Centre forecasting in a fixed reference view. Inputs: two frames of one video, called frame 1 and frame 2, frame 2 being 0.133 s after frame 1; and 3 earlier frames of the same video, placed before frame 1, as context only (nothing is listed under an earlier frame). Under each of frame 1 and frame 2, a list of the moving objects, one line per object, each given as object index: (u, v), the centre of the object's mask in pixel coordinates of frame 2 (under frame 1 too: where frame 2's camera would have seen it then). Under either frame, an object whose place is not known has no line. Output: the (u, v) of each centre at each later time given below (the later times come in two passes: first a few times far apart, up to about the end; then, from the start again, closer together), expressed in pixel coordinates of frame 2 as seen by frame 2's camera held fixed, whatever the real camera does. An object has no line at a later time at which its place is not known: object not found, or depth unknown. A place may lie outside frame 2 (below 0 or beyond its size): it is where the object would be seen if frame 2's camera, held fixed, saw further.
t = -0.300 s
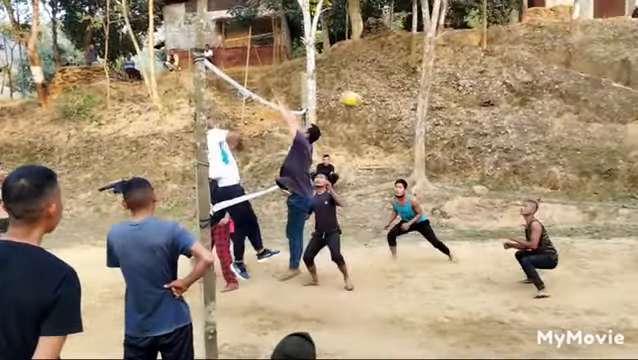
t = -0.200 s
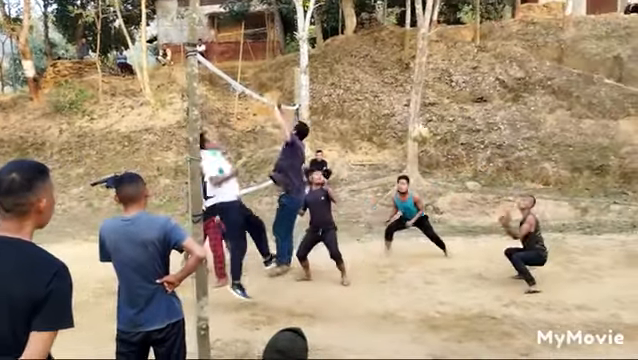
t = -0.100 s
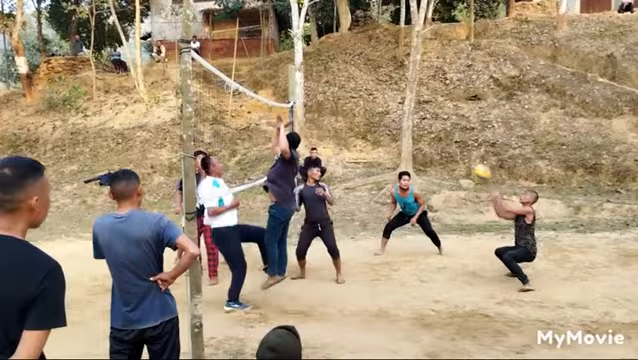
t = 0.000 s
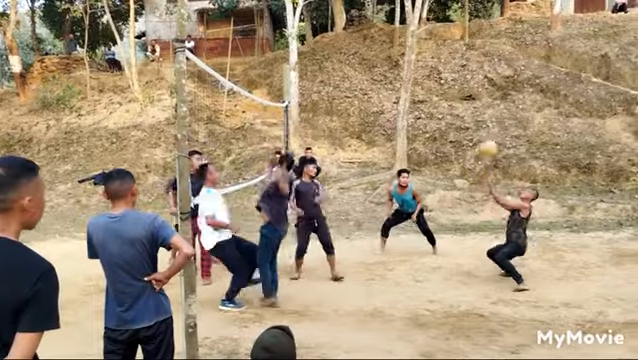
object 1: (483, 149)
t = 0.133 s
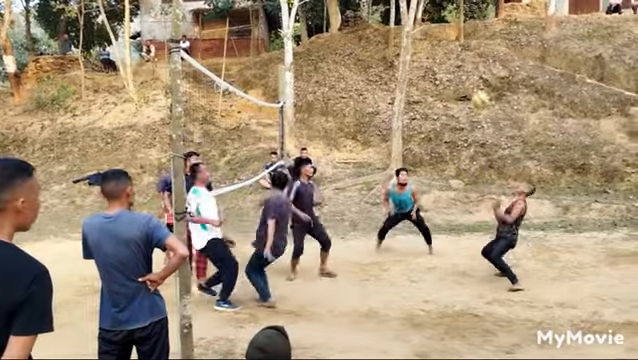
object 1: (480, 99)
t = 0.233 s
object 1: (478, 71)
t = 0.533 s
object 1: (474, 39)
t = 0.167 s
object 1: (480, 89)
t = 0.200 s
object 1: (479, 77)
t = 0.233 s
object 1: (478, 71)
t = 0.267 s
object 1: (478, 64)
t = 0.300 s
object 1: (476, 51)
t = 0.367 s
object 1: (476, 47)
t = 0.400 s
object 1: (475, 43)
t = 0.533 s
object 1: (474, 39)
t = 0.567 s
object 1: (473, 36)
